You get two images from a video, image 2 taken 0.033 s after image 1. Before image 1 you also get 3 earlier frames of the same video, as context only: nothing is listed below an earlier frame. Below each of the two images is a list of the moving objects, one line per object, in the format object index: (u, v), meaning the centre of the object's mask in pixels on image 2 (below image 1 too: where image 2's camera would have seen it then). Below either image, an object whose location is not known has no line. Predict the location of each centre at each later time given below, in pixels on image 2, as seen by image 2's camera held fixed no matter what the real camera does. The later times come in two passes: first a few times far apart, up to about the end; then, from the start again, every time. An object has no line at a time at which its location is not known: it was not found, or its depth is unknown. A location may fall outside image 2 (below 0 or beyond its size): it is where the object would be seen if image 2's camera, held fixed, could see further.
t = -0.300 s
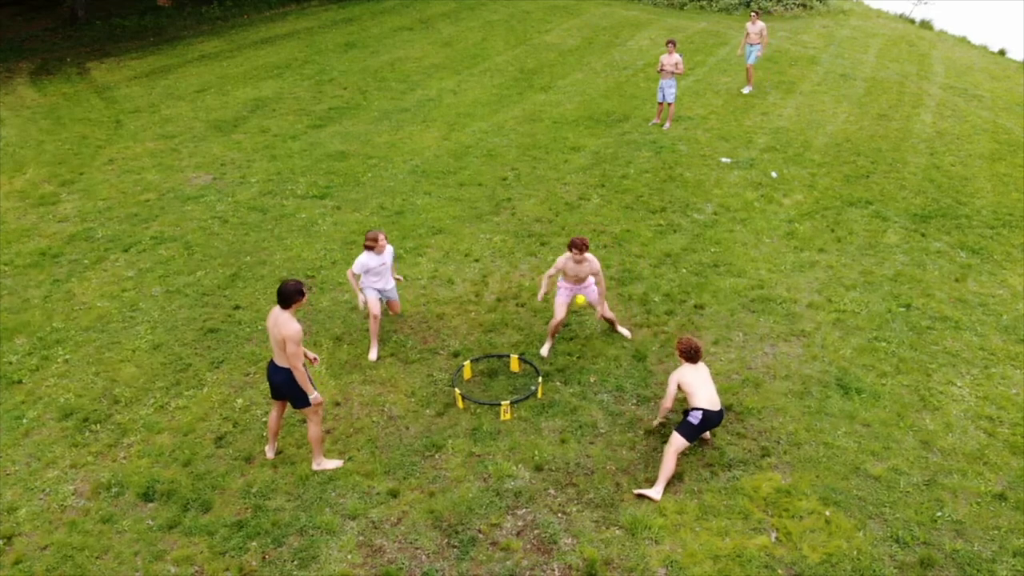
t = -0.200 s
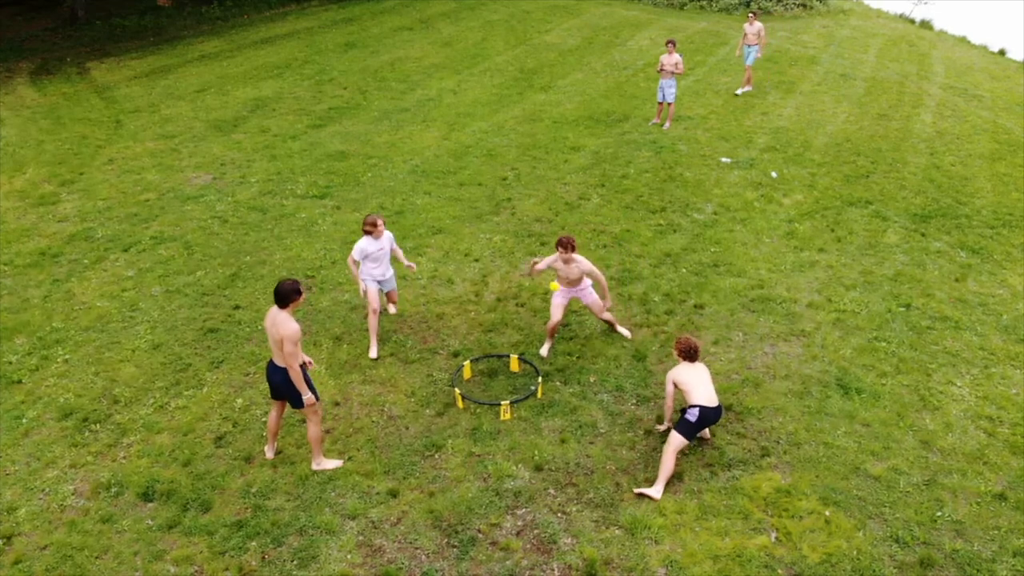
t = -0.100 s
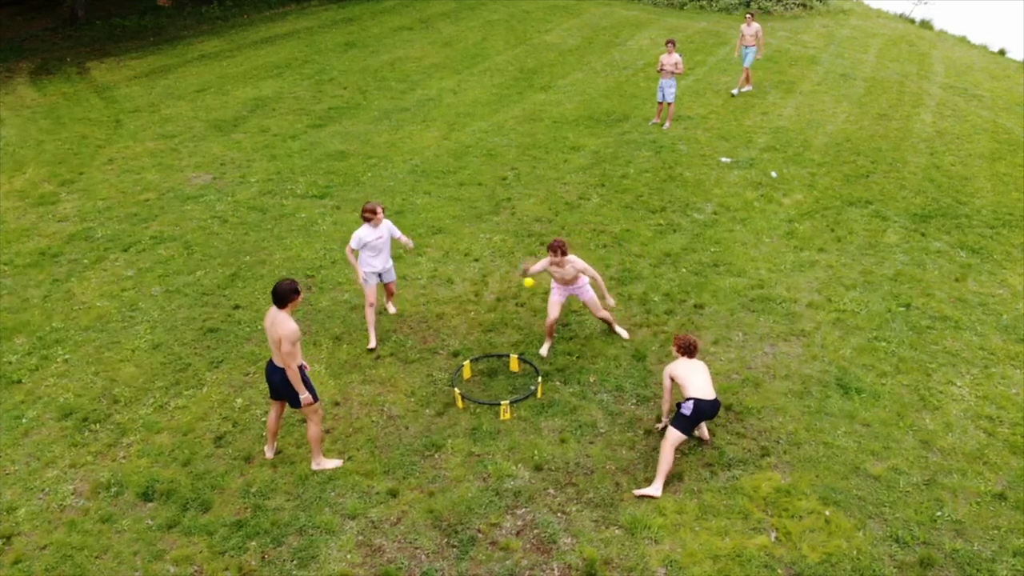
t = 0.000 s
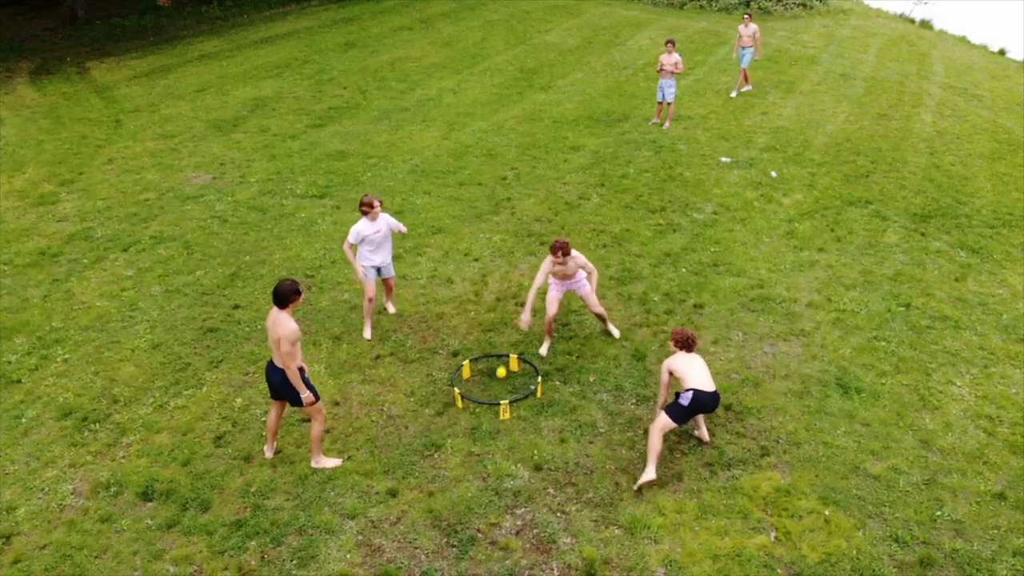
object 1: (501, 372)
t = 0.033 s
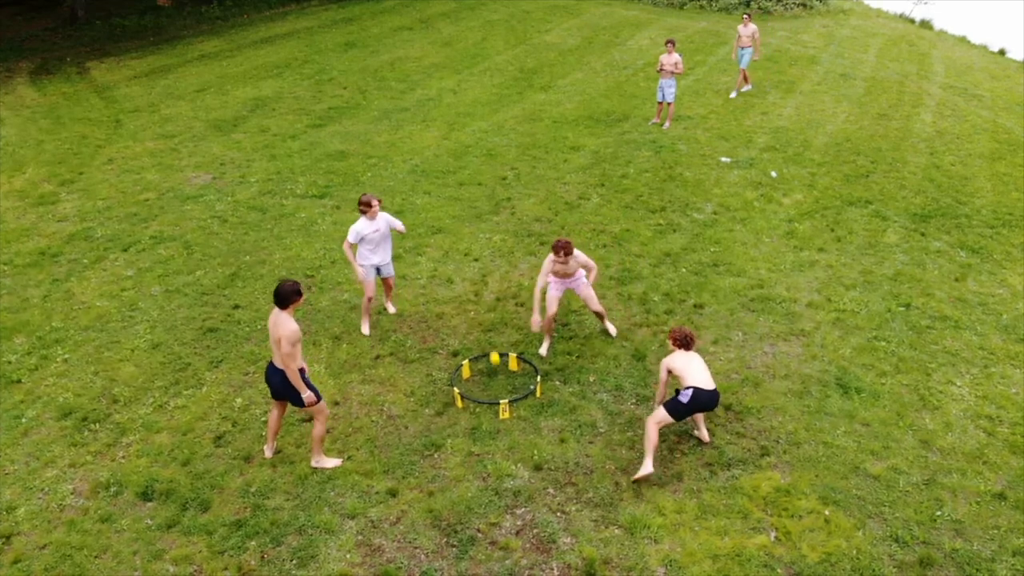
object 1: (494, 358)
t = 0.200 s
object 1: (461, 257)
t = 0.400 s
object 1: (415, 155)
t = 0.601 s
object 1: (365, 83)
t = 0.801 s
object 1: (316, 53)
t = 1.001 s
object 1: (272, 73)
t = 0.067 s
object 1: (488, 337)
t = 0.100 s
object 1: (481, 317)
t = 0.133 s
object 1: (475, 297)
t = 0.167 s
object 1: (468, 276)
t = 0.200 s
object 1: (461, 257)
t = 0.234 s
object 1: (454, 239)
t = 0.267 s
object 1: (446, 221)
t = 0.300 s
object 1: (439, 204)
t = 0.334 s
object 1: (431, 187)
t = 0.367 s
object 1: (424, 170)
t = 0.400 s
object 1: (415, 155)
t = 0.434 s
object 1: (407, 141)
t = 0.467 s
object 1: (399, 127)
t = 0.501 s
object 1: (390, 115)
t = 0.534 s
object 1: (382, 103)
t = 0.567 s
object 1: (373, 92)
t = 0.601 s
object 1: (365, 83)
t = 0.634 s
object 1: (356, 75)
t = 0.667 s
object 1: (348, 68)
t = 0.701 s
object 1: (340, 63)
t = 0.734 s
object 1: (332, 58)
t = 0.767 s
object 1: (324, 55)
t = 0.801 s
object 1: (316, 53)
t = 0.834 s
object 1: (308, 54)
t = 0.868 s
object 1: (300, 55)
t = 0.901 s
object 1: (293, 58)
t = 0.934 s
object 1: (286, 61)
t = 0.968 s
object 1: (279, 66)
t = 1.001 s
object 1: (272, 73)
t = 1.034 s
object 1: (265, 81)
